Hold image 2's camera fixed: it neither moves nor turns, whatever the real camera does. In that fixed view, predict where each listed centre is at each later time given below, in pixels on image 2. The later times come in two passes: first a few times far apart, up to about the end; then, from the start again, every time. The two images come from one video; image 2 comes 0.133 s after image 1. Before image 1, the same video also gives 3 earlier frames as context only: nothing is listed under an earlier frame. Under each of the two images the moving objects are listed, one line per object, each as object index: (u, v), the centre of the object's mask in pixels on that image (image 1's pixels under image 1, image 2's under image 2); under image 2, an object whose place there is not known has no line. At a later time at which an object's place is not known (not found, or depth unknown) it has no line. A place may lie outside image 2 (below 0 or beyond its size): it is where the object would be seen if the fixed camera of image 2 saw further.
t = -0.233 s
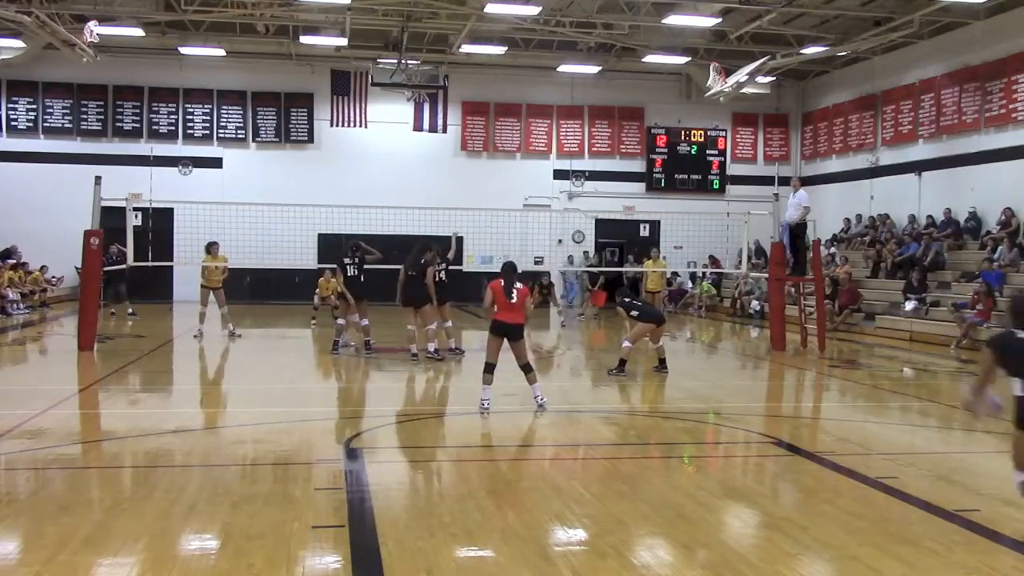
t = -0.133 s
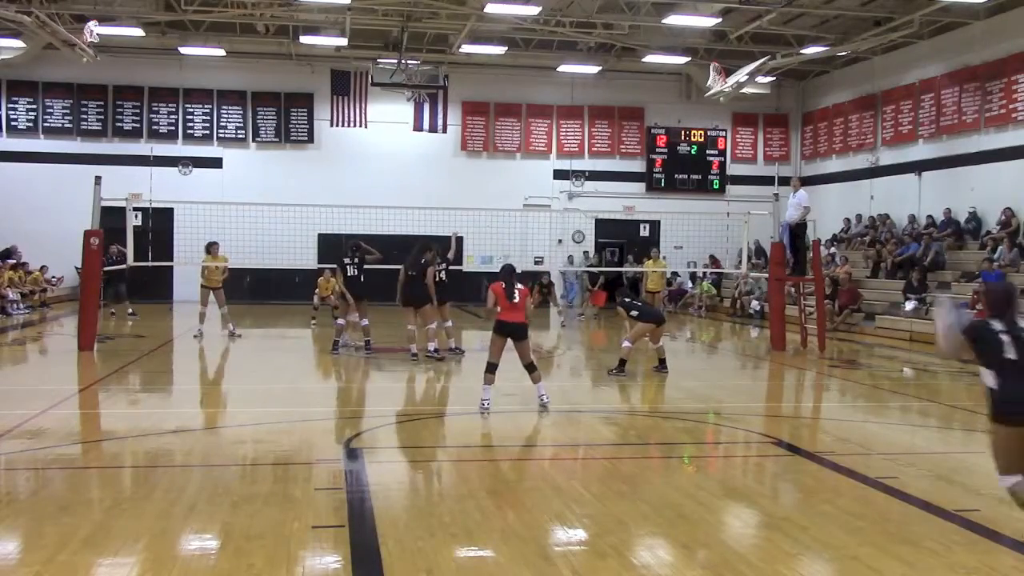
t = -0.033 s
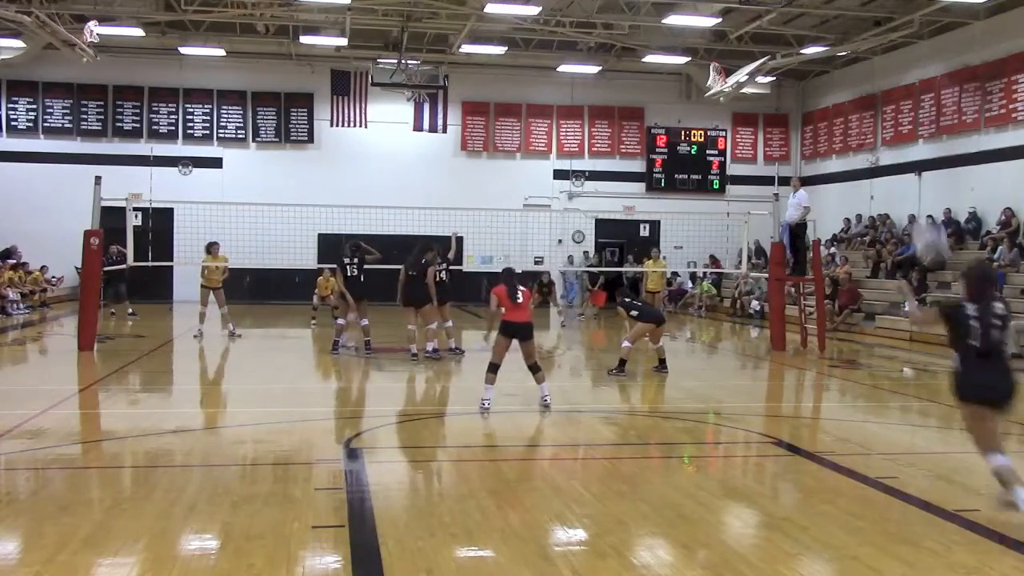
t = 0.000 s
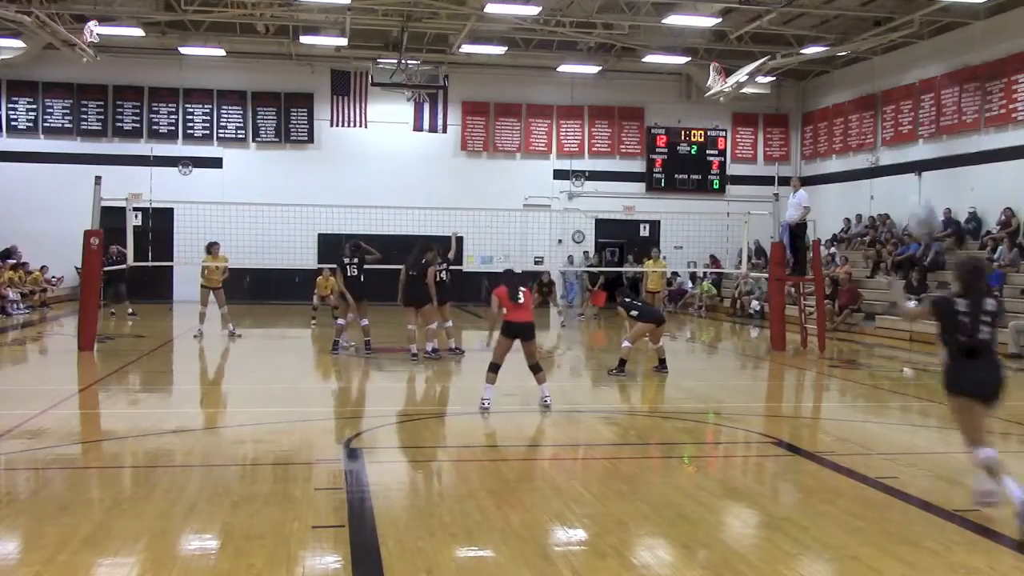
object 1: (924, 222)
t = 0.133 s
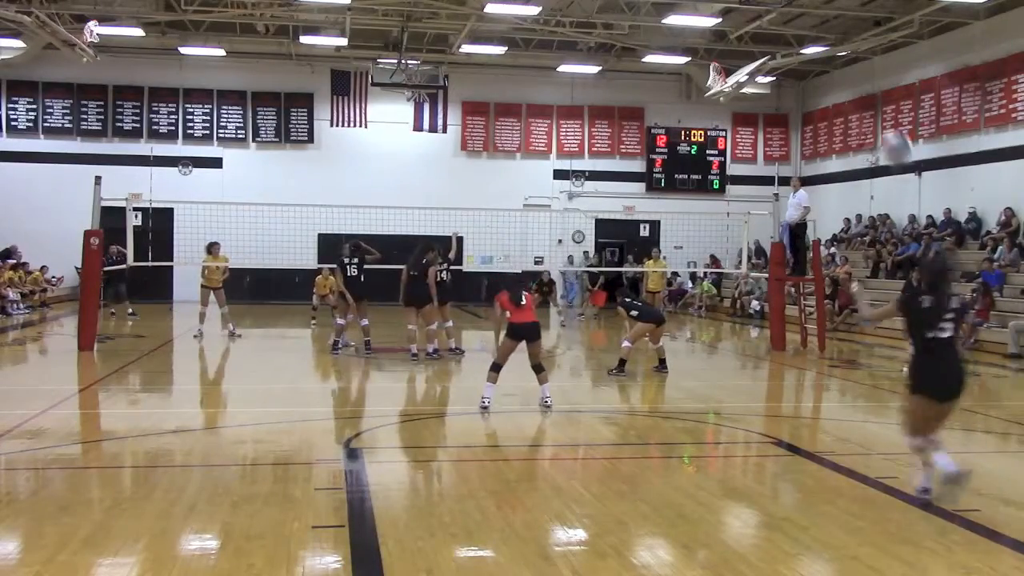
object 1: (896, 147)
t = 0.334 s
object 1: (859, 100)
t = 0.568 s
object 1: (818, 114)
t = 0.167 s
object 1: (890, 134)
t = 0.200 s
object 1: (884, 124)
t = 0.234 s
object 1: (876, 115)
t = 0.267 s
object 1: (871, 109)
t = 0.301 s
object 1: (865, 103)
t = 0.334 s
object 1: (859, 100)
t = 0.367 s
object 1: (853, 98)
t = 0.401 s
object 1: (847, 98)
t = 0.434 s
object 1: (841, 98)
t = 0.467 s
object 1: (835, 100)
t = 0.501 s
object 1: (830, 103)
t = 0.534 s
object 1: (823, 109)
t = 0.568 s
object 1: (818, 114)
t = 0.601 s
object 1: (811, 123)
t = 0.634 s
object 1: (806, 132)
